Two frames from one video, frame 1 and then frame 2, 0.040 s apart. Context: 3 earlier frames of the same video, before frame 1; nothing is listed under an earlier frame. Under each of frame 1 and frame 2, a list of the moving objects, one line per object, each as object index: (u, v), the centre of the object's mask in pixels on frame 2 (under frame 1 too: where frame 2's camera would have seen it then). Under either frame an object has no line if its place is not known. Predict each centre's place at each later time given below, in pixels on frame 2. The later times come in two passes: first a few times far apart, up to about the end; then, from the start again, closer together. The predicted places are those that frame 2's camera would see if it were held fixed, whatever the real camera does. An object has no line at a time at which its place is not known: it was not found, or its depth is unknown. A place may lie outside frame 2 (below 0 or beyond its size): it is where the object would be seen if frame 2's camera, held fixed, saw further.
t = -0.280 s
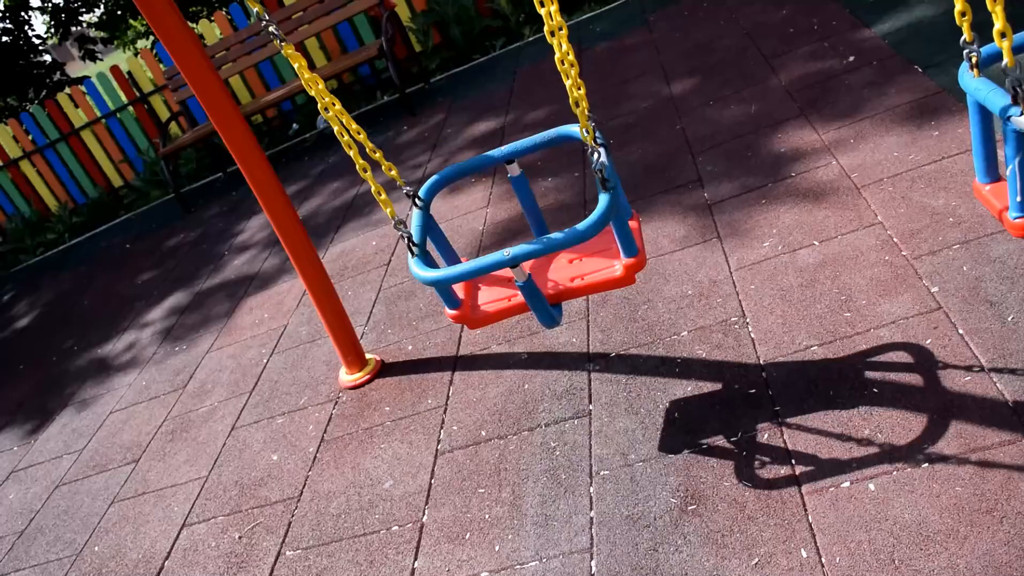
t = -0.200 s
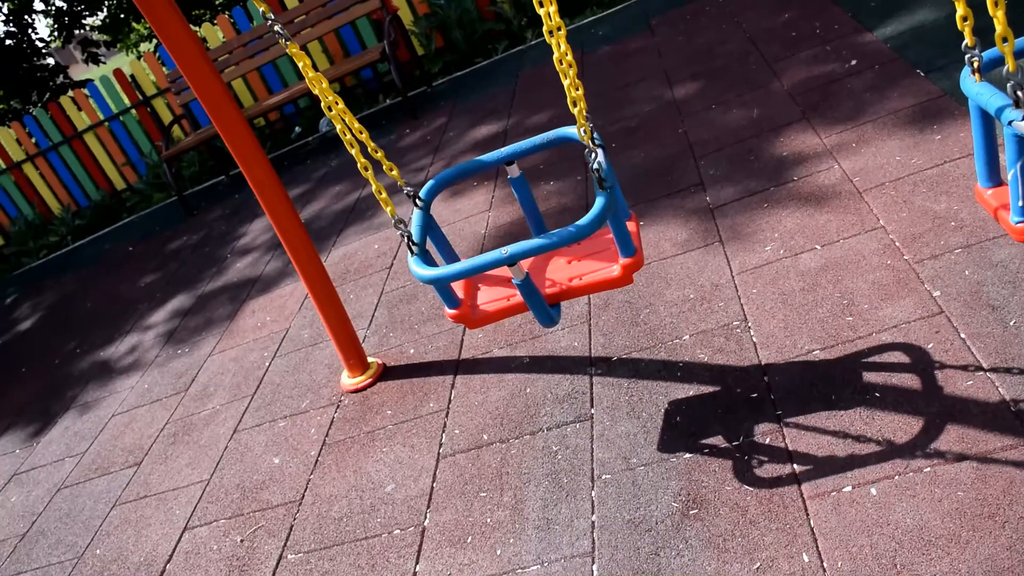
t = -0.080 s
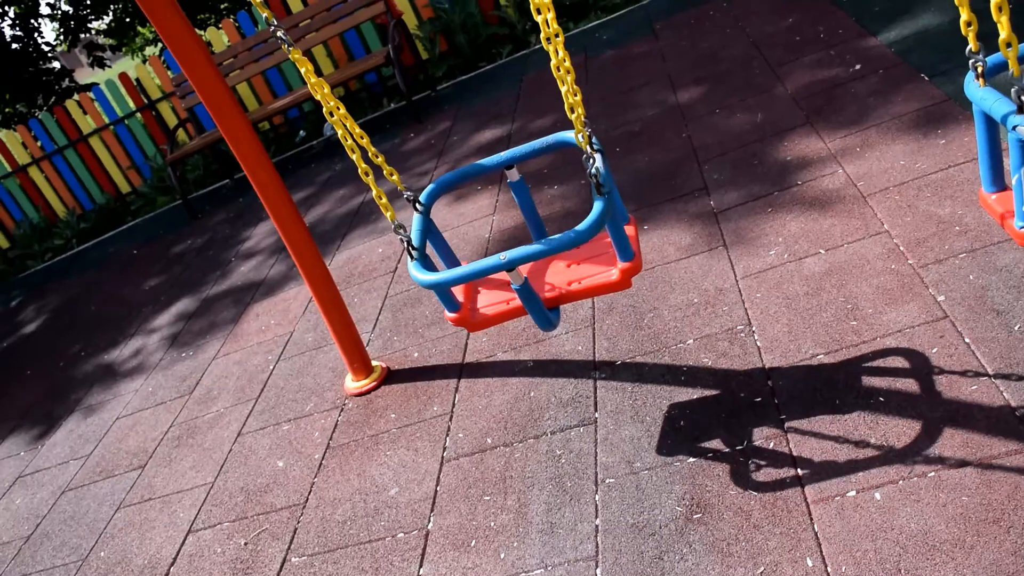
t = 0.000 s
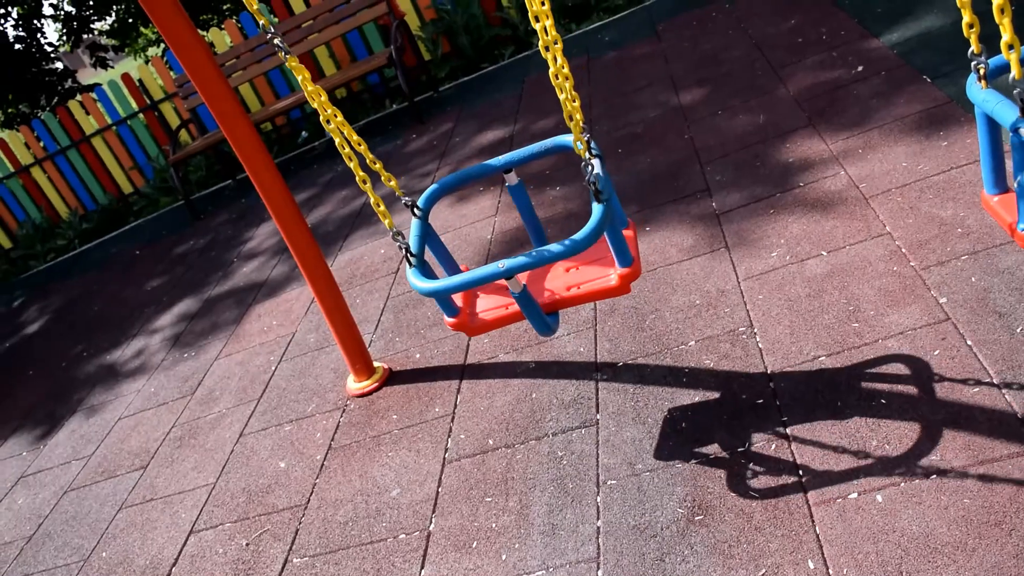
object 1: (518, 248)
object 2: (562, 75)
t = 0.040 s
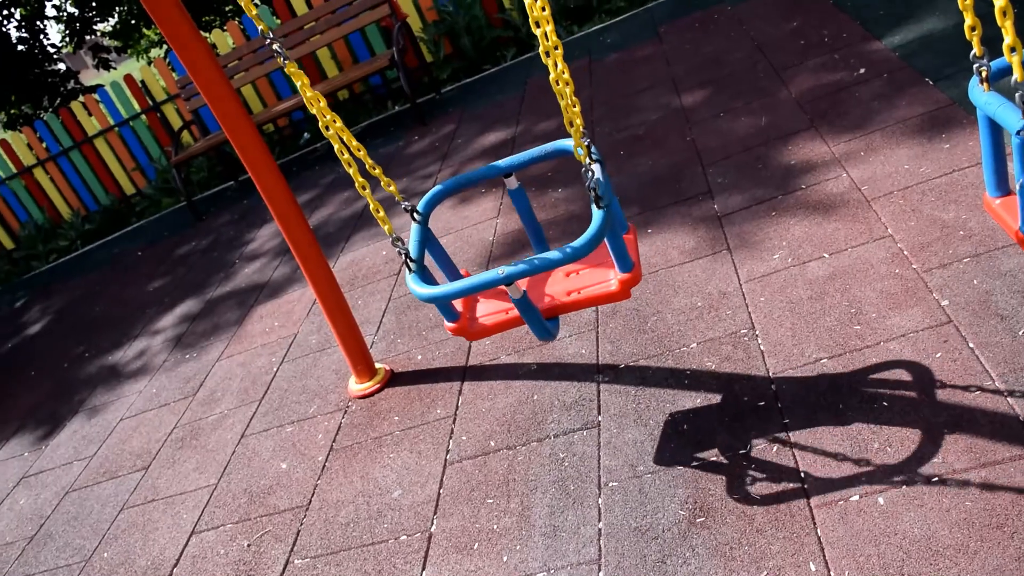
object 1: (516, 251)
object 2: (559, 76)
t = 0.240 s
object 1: (509, 283)
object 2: (550, 86)
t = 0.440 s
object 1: (509, 322)
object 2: (543, 101)
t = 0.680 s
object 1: (503, 370)
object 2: (541, 118)
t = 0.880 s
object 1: (505, 399)
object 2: (546, 126)
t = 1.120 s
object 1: (517, 400)
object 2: (561, 124)
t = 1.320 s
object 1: (529, 369)
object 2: (569, 114)
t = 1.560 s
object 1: (536, 324)
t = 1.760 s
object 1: (526, 289)
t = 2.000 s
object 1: (516, 256)
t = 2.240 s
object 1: (509, 255)
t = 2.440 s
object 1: (506, 272)
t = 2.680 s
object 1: (514, 311)
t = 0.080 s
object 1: (515, 255)
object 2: (556, 75)
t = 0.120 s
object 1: (513, 260)
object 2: (554, 77)
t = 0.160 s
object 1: (512, 267)
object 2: (553, 81)
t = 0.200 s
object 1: (510, 275)
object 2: (552, 84)
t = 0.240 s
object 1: (509, 283)
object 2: (550, 86)
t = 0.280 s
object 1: (509, 291)
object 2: (549, 90)
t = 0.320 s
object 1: (508, 301)
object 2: (547, 93)
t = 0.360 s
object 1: (511, 304)
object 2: (546, 96)
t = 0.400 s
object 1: (510, 313)
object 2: (544, 98)
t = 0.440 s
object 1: (509, 322)
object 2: (543, 101)
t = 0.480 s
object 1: (508, 331)
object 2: (542, 104)
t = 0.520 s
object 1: (506, 340)
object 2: (541, 107)
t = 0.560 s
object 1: (505, 349)
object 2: (541, 110)
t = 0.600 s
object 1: (504, 356)
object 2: (540, 113)
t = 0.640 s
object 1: (504, 363)
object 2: (541, 116)
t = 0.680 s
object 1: (503, 370)
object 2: (541, 118)
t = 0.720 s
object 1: (503, 377)
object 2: (541, 120)
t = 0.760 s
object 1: (503, 383)
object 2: (541, 121)
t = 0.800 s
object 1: (503, 389)
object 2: (542, 124)
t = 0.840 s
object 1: (504, 395)
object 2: (544, 125)
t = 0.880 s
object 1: (505, 399)
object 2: (546, 126)
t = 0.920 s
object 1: (506, 403)
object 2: (548, 127)
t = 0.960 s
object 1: (508, 404)
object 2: (551, 127)
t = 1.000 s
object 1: (509, 405)
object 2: (554, 127)
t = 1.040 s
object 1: (512, 404)
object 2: (556, 126)
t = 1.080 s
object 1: (514, 403)
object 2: (559, 125)
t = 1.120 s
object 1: (517, 400)
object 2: (561, 124)
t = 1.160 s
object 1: (520, 395)
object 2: (563, 122)
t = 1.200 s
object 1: (522, 390)
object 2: (564, 121)
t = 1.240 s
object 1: (524, 383)
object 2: (566, 119)
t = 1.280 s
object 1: (527, 376)
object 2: (567, 116)
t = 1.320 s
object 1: (529, 369)
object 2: (569, 114)
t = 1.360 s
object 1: (531, 362)
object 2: (570, 112)
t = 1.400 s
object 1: (533, 355)
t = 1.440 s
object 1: (534, 348)
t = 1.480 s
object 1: (535, 340)
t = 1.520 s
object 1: (535, 332)
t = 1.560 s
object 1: (536, 324)
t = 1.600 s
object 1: (536, 315)
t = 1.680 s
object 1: (534, 299)
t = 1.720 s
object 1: (528, 297)
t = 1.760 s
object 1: (526, 289)
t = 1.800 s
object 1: (524, 281)
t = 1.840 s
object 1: (522, 274)
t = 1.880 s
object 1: (520, 268)
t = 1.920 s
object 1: (519, 263)
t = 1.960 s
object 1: (517, 259)
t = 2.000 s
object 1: (516, 256)
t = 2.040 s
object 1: (514, 254)
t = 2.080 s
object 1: (513, 253)
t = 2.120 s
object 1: (512, 252)
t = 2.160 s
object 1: (511, 252)
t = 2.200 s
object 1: (510, 253)
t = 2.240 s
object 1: (509, 255)
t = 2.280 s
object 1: (509, 257)
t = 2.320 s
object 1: (508, 259)
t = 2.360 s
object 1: (507, 263)
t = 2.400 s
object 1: (507, 267)
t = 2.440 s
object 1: (506, 272)
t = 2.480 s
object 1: (506, 278)
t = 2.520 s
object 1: (506, 285)
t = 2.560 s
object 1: (507, 292)
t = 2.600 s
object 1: (508, 300)
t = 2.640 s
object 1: (509, 309)
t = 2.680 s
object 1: (514, 311)
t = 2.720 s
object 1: (514, 320)
